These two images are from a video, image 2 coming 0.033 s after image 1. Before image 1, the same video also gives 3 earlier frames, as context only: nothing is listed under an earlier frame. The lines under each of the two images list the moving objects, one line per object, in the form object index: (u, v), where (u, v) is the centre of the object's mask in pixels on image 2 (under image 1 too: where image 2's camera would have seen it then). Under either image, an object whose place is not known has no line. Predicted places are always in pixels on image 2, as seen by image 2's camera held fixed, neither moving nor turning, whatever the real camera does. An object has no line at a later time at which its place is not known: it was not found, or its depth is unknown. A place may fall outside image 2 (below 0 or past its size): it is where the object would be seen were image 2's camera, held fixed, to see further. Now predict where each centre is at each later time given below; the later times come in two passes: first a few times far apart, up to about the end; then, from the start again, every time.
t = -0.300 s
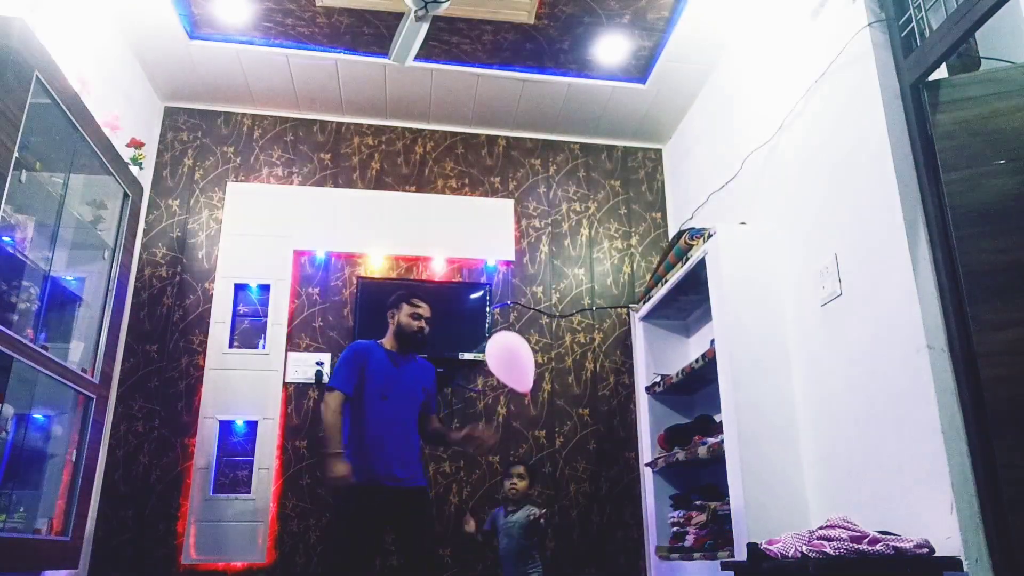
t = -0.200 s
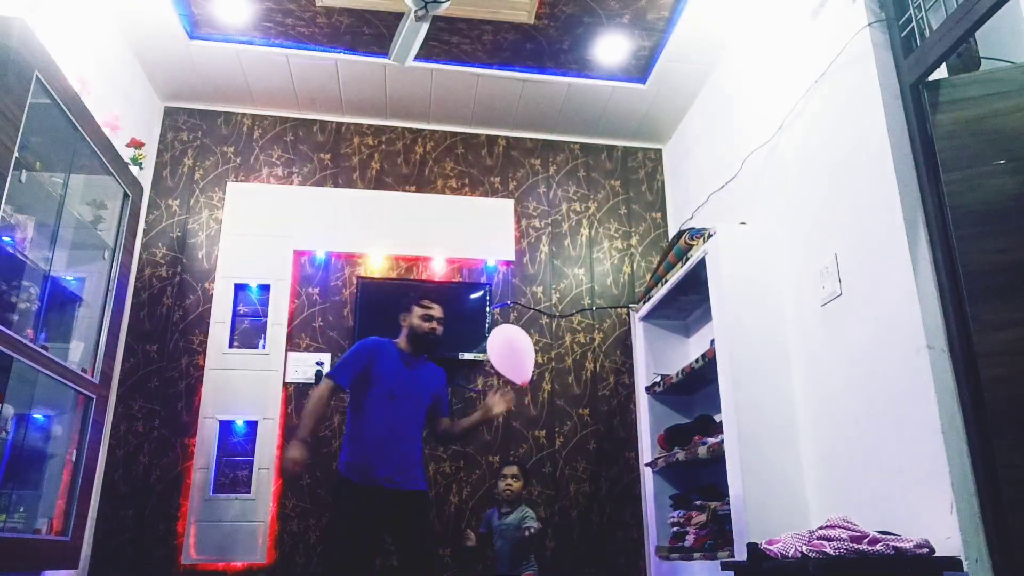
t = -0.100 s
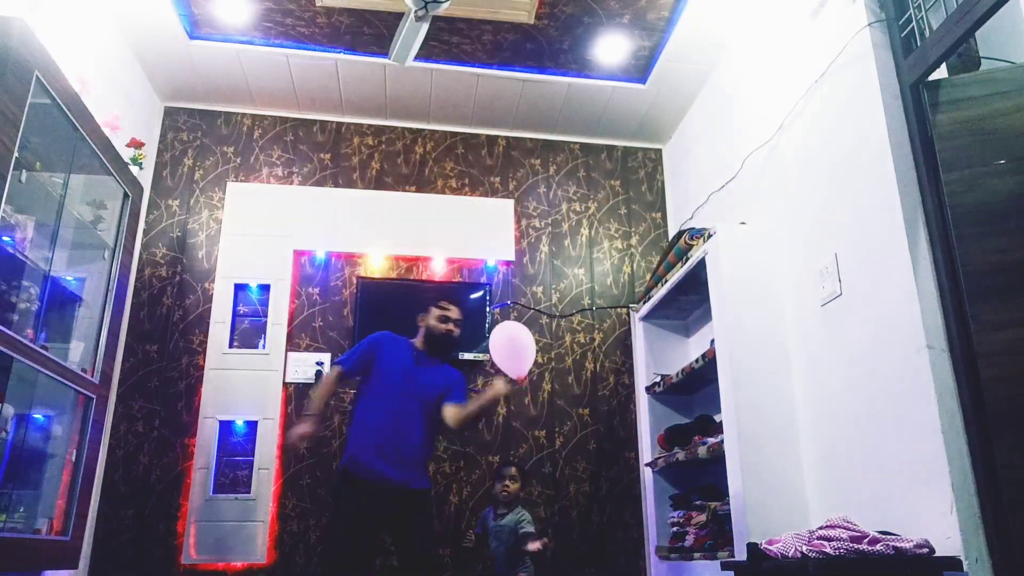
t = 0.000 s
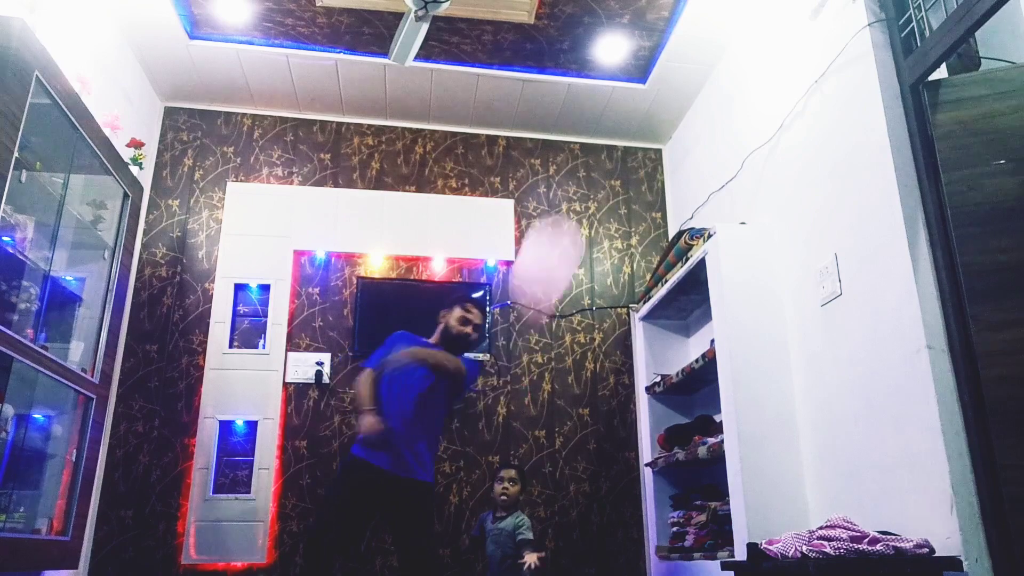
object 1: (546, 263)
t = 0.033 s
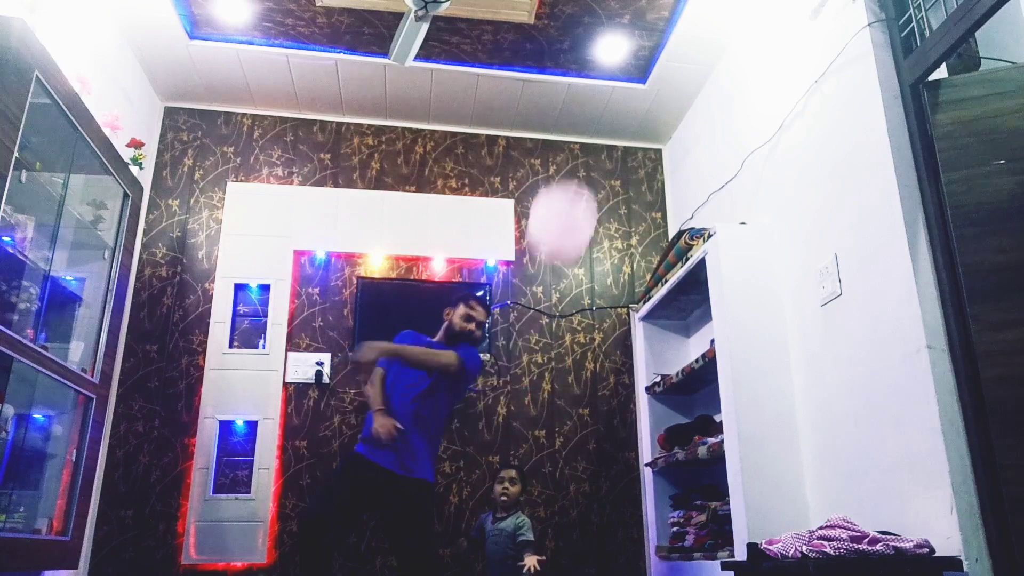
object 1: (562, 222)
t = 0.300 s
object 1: (602, 106)
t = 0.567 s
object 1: (779, 38)
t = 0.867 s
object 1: (914, 37)
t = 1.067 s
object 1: (980, 19)
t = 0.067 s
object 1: (569, 190)
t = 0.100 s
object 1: (567, 169)
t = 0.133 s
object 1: (562, 156)
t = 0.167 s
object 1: (561, 149)
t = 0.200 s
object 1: (566, 142)
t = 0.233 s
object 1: (574, 134)
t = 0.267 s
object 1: (586, 120)
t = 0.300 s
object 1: (602, 106)
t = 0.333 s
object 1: (621, 87)
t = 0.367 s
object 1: (642, 70)
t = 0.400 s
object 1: (664, 55)
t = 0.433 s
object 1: (679, 45)
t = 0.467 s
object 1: (702, 41)
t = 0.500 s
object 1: (737, 36)
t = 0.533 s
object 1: (758, 36)
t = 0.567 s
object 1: (779, 38)
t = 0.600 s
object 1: (799, 39)
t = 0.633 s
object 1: (826, 41)
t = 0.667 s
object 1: (841, 42)
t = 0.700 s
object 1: (855, 43)
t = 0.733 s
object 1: (868, 43)
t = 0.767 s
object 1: (879, 41)
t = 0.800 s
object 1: (890, 40)
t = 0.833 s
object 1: (903, 38)
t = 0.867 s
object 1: (914, 37)
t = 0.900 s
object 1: (928, 35)
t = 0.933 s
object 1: (939, 31)
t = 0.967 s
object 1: (951, 29)
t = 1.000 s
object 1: (961, 26)
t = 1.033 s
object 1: (971, 23)
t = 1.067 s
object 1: (980, 19)
